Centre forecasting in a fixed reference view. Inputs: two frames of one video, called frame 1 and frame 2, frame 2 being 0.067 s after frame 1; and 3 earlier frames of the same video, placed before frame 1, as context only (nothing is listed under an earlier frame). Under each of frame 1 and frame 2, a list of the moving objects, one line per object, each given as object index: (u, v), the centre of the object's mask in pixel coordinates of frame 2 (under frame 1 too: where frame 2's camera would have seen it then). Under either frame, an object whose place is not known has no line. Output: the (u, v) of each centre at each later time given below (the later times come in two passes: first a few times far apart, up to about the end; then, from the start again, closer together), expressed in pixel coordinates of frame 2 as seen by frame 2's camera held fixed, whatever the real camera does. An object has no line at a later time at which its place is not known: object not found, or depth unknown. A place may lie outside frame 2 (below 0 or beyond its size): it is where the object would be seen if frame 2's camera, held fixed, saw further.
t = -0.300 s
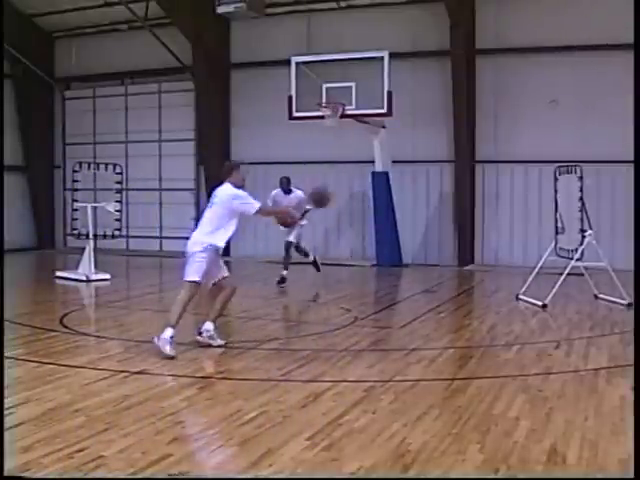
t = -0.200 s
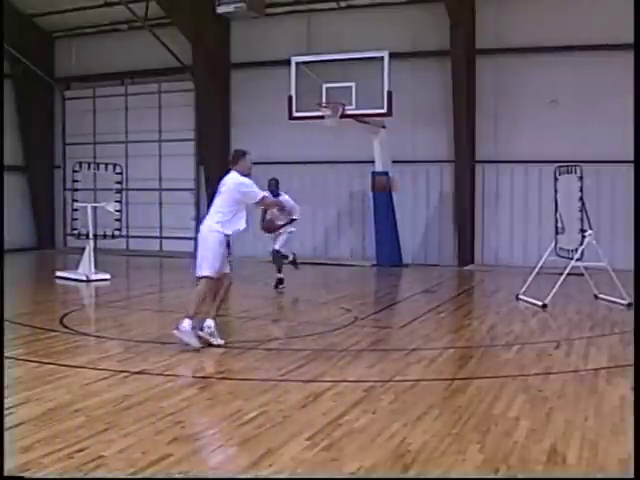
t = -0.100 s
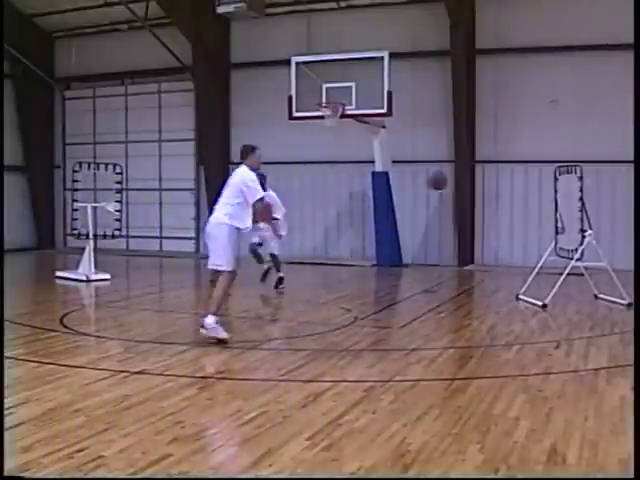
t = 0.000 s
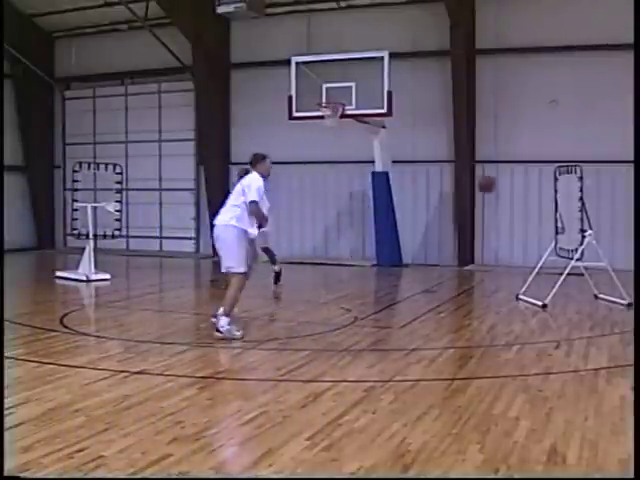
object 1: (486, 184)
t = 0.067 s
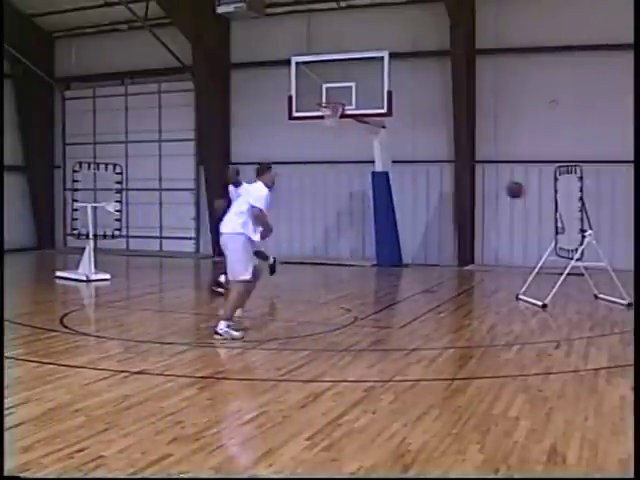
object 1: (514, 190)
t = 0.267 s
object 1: (537, 221)
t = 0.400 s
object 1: (475, 256)
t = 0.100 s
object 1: (528, 193)
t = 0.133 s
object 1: (541, 198)
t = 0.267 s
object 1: (537, 221)
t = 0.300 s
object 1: (521, 228)
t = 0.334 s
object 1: (506, 237)
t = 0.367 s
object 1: (490, 246)
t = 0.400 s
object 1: (475, 256)
